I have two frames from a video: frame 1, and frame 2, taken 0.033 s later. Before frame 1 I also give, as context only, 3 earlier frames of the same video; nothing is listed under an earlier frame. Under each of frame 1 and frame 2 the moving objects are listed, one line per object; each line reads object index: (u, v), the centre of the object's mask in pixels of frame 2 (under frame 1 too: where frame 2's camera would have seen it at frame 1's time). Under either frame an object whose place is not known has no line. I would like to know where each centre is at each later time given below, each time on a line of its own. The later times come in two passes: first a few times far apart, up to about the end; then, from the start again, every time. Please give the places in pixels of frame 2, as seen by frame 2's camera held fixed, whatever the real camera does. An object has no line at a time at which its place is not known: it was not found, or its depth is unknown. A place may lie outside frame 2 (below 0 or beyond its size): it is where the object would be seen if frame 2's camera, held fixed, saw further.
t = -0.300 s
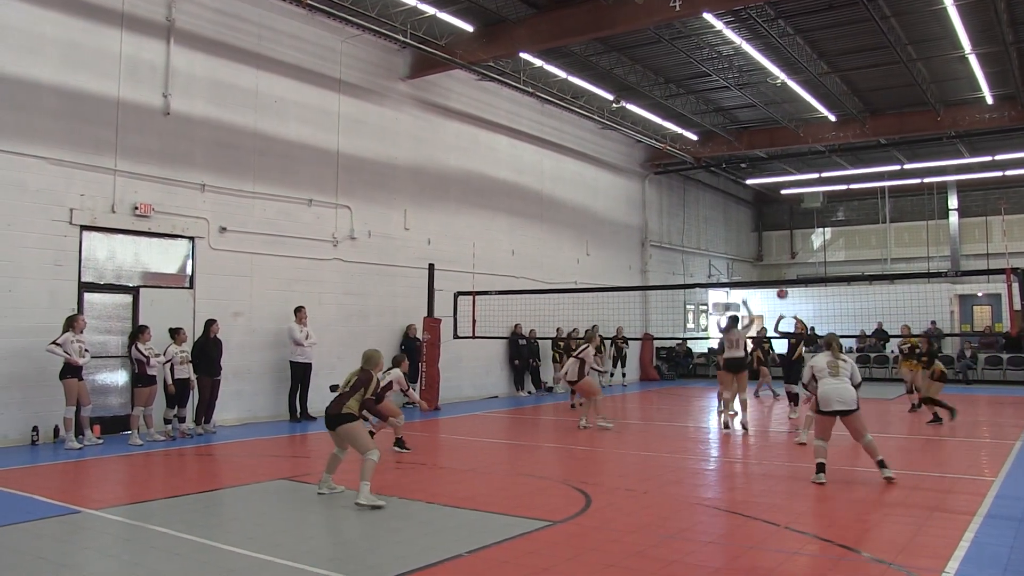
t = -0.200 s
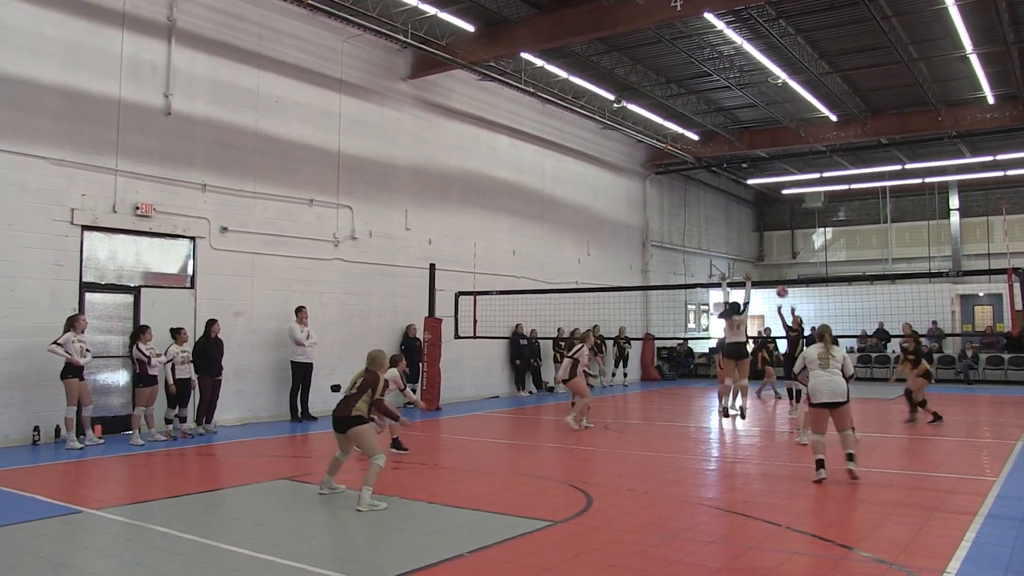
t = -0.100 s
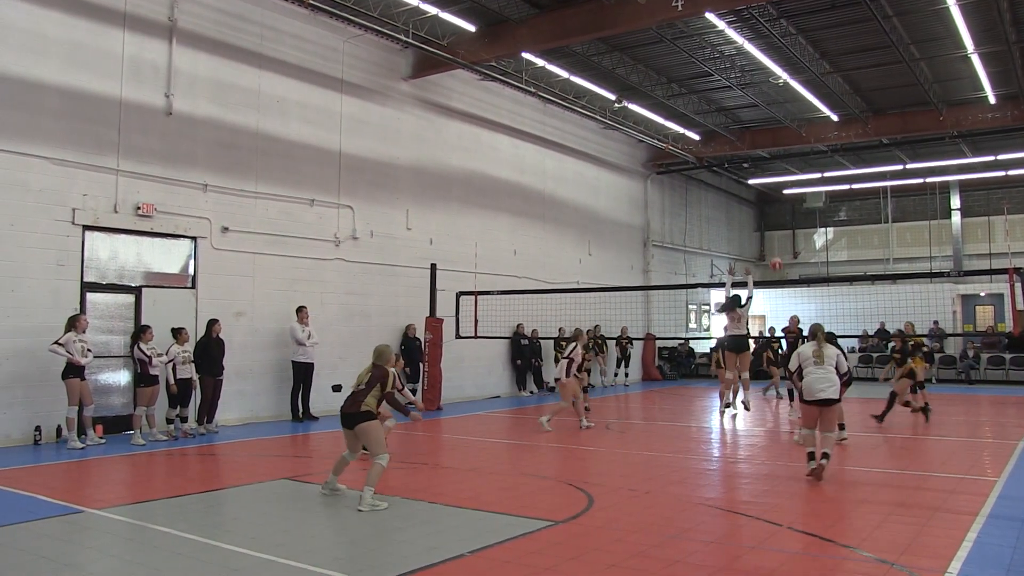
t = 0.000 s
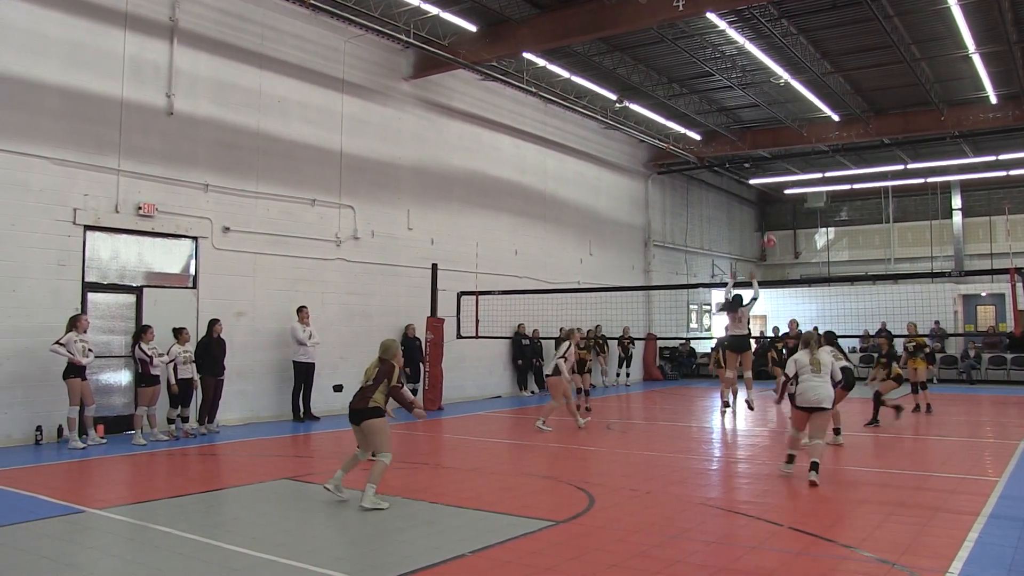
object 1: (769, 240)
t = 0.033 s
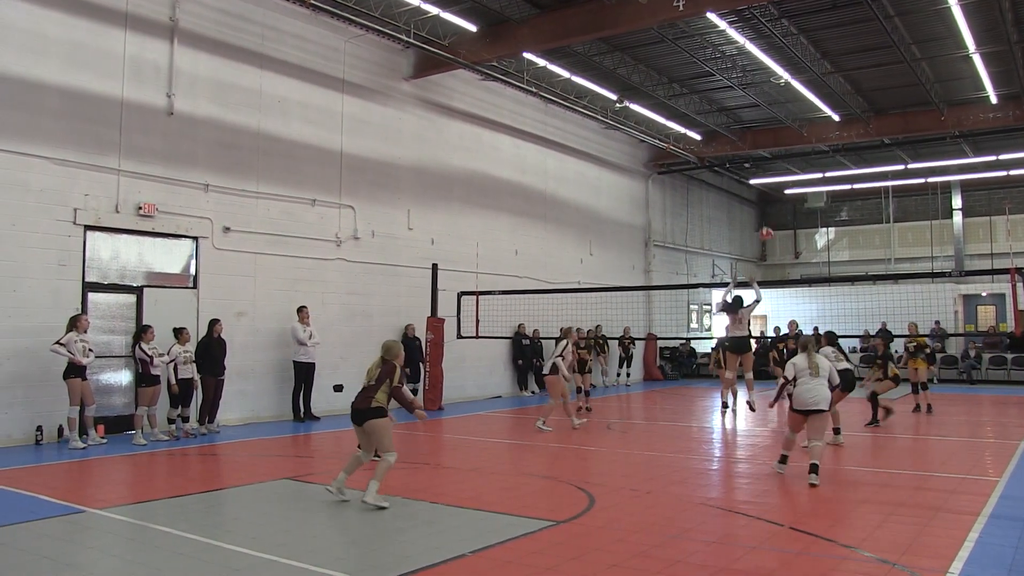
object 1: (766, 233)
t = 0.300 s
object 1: (740, 202)
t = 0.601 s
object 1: (701, 228)
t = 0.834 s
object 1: (658, 323)
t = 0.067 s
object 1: (763, 227)
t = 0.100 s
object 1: (761, 223)
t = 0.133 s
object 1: (758, 217)
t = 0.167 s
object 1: (755, 213)
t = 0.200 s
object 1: (751, 209)
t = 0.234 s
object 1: (748, 205)
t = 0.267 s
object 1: (744, 203)
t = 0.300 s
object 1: (740, 202)
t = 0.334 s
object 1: (737, 200)
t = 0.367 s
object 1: (733, 200)
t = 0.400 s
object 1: (729, 201)
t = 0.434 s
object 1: (724, 204)
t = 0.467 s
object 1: (720, 206)
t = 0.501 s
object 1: (716, 210)
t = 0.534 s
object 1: (711, 215)
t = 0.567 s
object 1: (706, 221)
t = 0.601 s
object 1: (701, 228)
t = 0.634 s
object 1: (695, 237)
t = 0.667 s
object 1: (689, 248)
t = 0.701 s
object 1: (683, 259)
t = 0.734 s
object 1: (677, 272)
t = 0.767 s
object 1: (671, 287)
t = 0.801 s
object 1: (664, 305)
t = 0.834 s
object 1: (658, 323)
